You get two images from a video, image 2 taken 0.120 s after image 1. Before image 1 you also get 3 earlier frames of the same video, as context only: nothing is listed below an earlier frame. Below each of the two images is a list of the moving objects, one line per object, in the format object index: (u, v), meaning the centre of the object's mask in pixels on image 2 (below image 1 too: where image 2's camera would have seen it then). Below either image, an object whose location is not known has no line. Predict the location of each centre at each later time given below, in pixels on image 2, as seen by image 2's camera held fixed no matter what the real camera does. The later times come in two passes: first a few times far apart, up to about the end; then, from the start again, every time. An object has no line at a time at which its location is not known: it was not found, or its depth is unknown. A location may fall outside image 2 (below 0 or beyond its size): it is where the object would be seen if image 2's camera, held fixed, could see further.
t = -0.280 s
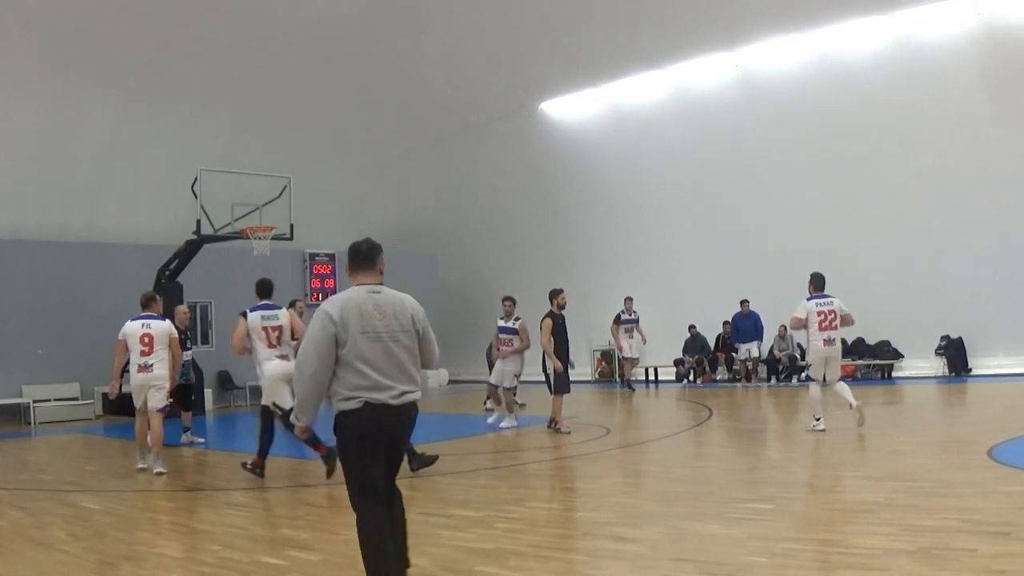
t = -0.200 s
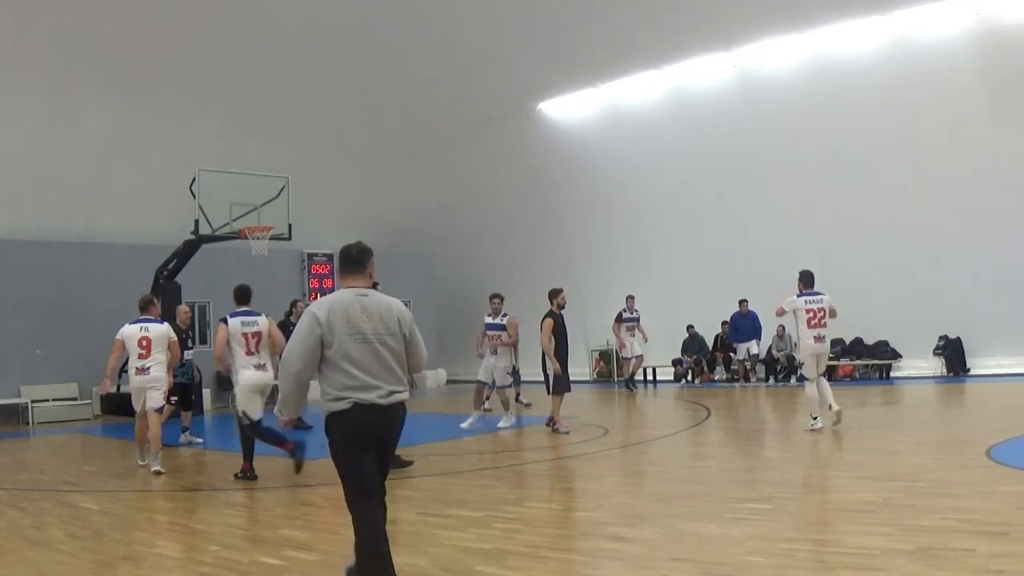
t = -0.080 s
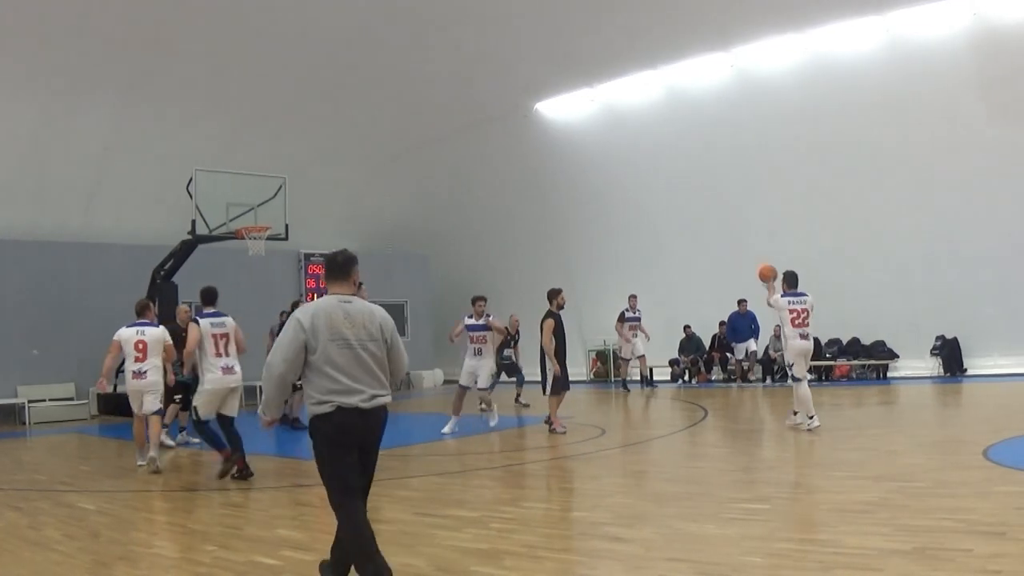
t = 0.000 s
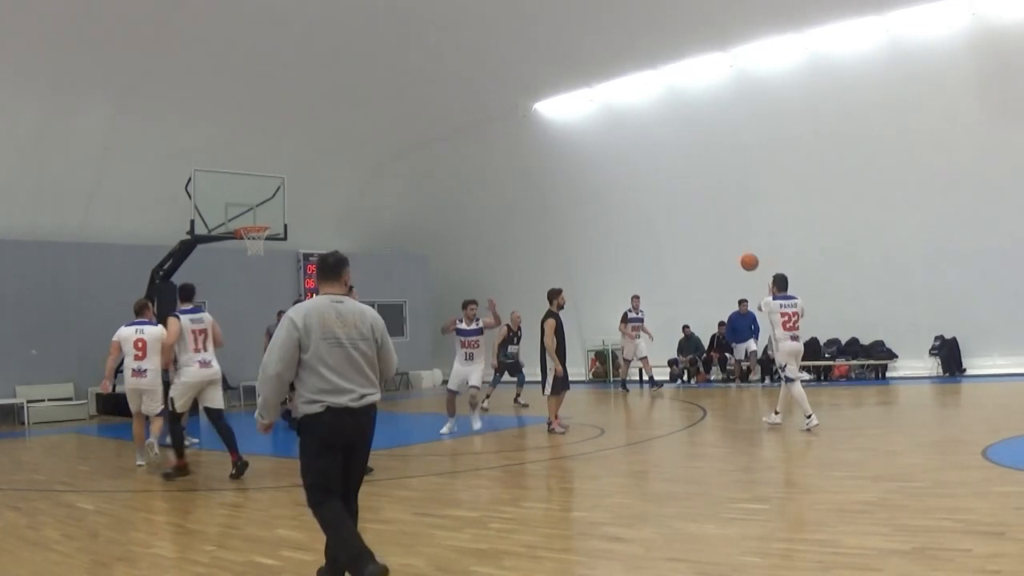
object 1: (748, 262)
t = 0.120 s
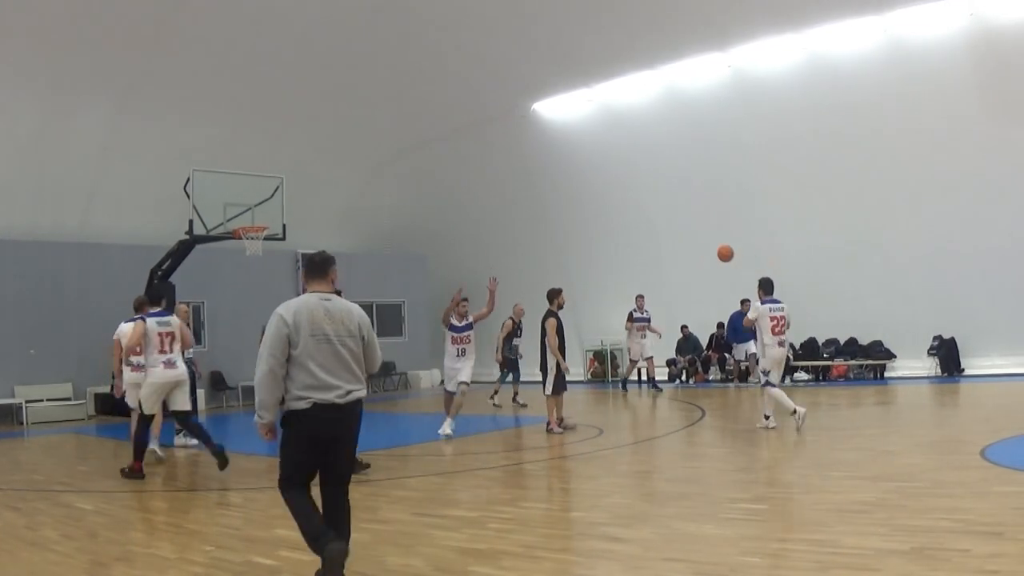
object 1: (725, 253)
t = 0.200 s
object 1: (712, 253)
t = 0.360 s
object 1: (690, 263)
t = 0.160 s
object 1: (718, 253)
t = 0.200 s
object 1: (712, 253)
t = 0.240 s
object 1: (706, 254)
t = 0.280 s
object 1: (700, 257)
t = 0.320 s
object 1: (695, 259)
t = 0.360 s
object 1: (690, 263)
